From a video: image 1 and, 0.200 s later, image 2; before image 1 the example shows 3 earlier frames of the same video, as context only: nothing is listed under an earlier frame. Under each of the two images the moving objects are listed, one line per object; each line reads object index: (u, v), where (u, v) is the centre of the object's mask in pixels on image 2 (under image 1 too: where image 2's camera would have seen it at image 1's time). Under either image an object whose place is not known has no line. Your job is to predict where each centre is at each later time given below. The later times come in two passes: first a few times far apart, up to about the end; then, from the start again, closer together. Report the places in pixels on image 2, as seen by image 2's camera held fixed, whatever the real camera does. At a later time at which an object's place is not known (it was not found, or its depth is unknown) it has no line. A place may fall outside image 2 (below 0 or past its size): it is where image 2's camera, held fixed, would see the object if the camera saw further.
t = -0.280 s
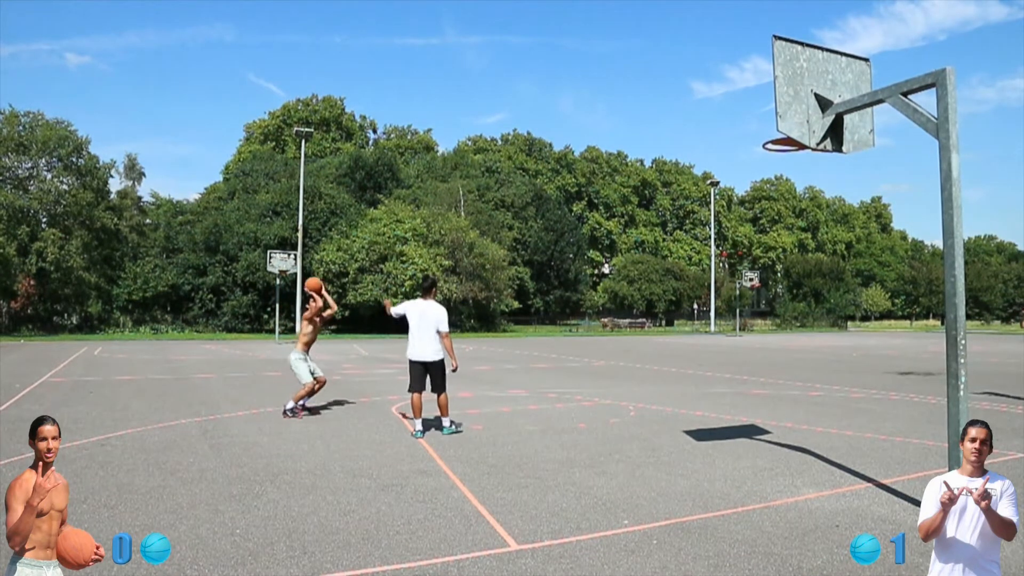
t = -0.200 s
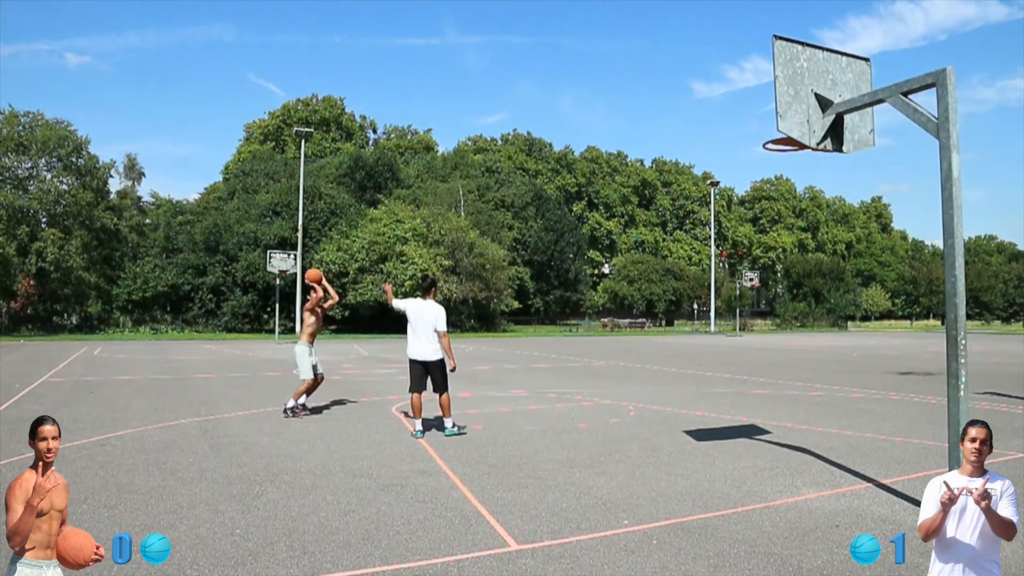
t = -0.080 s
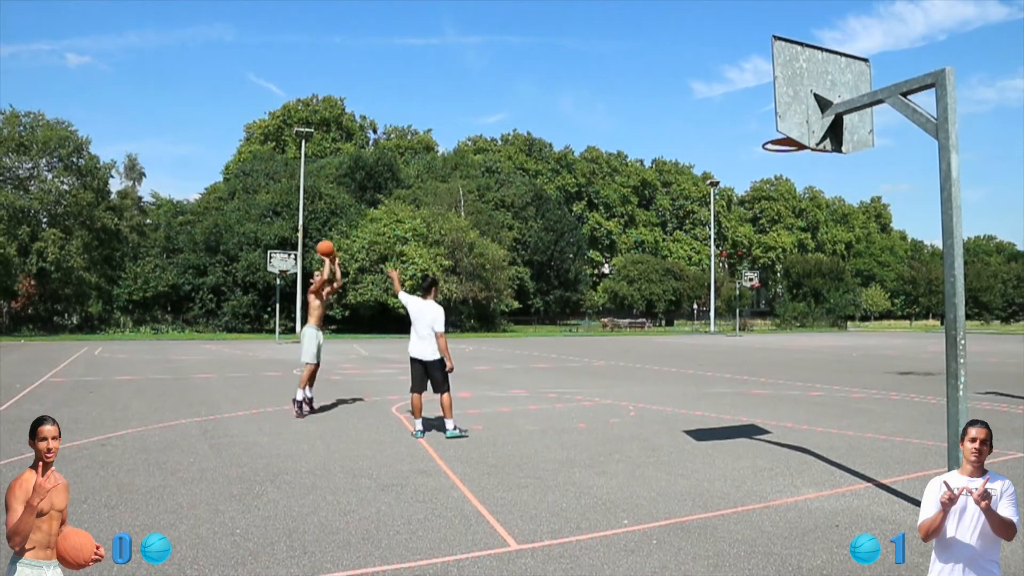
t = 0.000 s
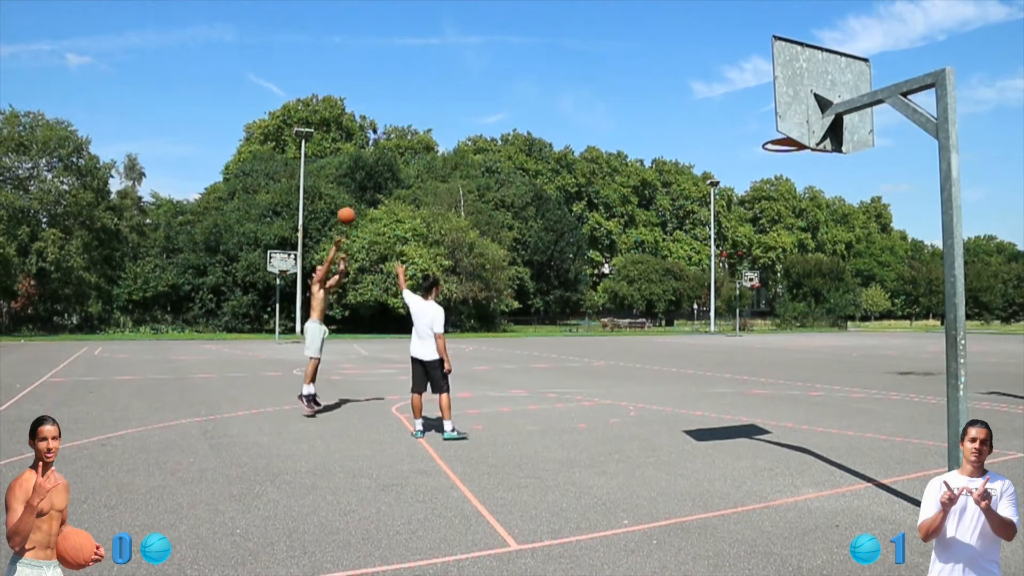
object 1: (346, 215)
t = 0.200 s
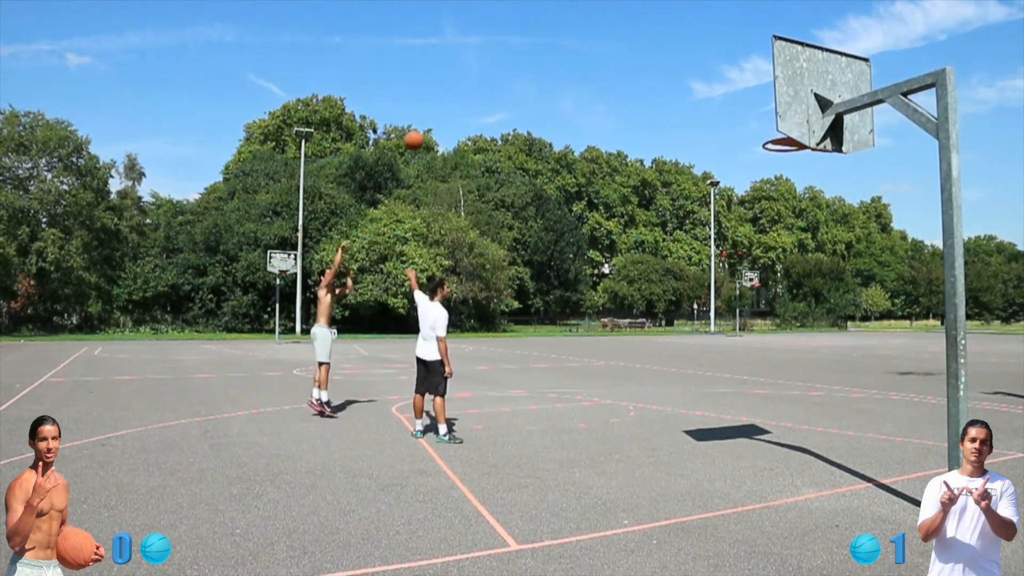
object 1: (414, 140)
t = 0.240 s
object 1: (429, 128)
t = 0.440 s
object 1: (509, 77)
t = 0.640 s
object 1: (603, 54)
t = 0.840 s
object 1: (717, 67)
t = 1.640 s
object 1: (974, 399)
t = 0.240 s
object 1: (429, 128)
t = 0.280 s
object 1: (444, 116)
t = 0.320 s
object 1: (459, 105)
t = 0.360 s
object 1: (475, 95)
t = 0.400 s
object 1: (492, 85)
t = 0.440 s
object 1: (509, 77)
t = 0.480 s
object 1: (526, 70)
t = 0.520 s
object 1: (544, 64)
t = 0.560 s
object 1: (563, 59)
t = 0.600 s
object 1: (583, 56)
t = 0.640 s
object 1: (603, 54)
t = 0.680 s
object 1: (624, 54)
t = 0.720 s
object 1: (646, 54)
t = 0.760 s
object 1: (669, 57)
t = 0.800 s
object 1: (692, 61)
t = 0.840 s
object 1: (717, 67)
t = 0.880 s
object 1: (743, 75)
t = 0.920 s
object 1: (767, 86)
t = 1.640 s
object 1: (974, 399)
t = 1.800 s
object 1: (1012, 430)
